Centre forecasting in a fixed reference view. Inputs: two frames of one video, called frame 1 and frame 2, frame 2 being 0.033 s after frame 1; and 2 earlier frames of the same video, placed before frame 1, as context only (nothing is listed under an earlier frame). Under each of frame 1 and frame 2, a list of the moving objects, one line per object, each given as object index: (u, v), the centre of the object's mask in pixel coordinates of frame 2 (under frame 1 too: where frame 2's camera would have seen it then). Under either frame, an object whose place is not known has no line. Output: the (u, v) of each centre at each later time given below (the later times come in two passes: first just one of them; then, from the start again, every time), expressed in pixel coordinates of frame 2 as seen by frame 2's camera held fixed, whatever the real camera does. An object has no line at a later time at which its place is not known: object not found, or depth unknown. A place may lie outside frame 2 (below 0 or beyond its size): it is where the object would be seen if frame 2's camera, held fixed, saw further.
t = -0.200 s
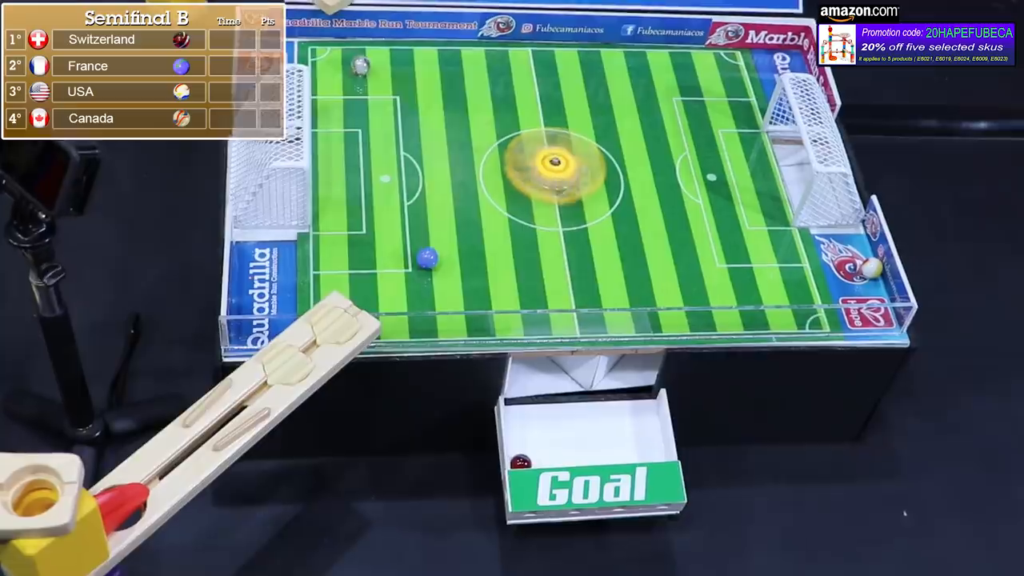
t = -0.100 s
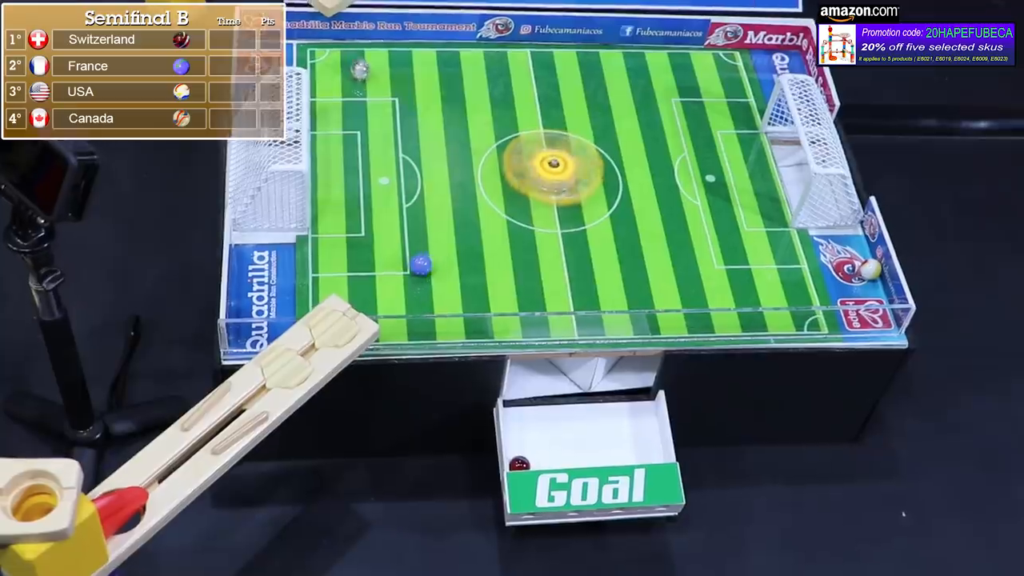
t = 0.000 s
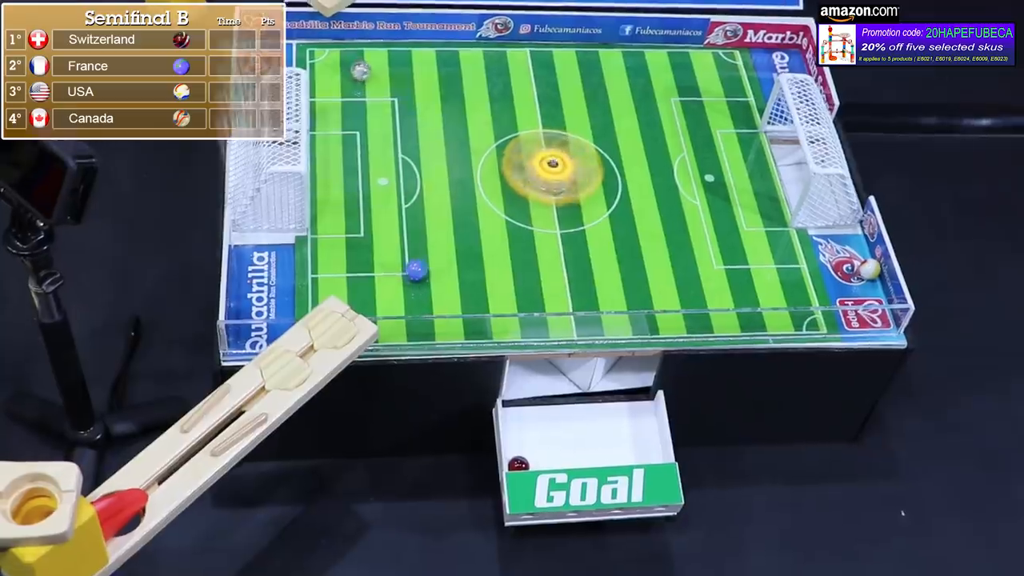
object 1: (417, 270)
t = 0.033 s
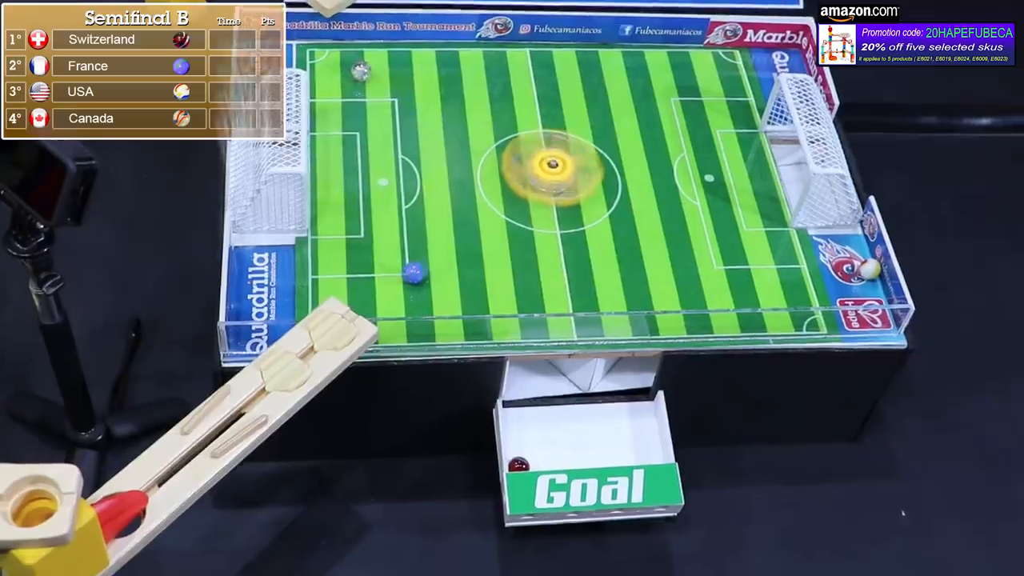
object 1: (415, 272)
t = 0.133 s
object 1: (410, 278)
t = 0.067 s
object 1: (412, 274)
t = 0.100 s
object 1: (411, 276)
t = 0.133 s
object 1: (410, 278)
